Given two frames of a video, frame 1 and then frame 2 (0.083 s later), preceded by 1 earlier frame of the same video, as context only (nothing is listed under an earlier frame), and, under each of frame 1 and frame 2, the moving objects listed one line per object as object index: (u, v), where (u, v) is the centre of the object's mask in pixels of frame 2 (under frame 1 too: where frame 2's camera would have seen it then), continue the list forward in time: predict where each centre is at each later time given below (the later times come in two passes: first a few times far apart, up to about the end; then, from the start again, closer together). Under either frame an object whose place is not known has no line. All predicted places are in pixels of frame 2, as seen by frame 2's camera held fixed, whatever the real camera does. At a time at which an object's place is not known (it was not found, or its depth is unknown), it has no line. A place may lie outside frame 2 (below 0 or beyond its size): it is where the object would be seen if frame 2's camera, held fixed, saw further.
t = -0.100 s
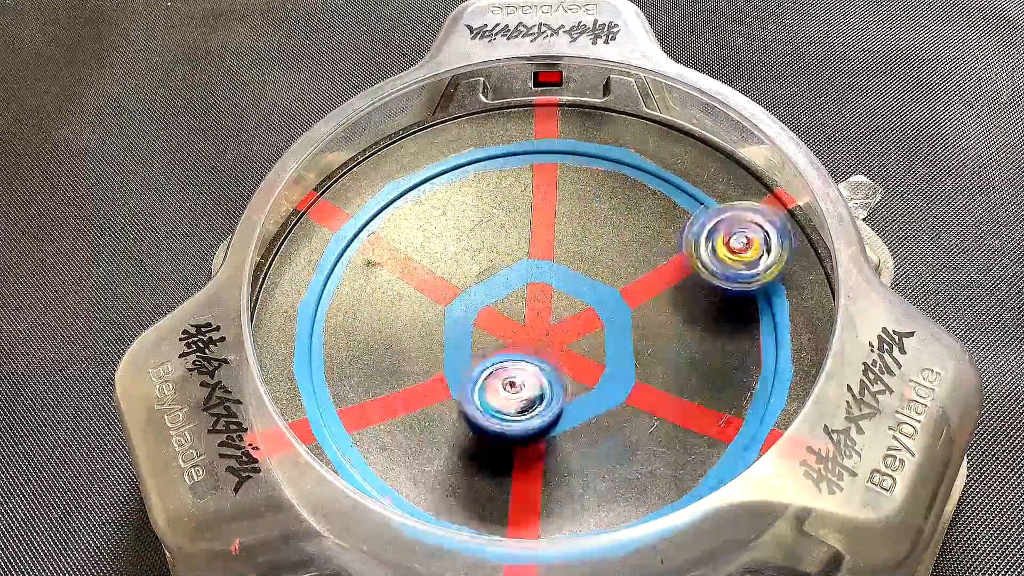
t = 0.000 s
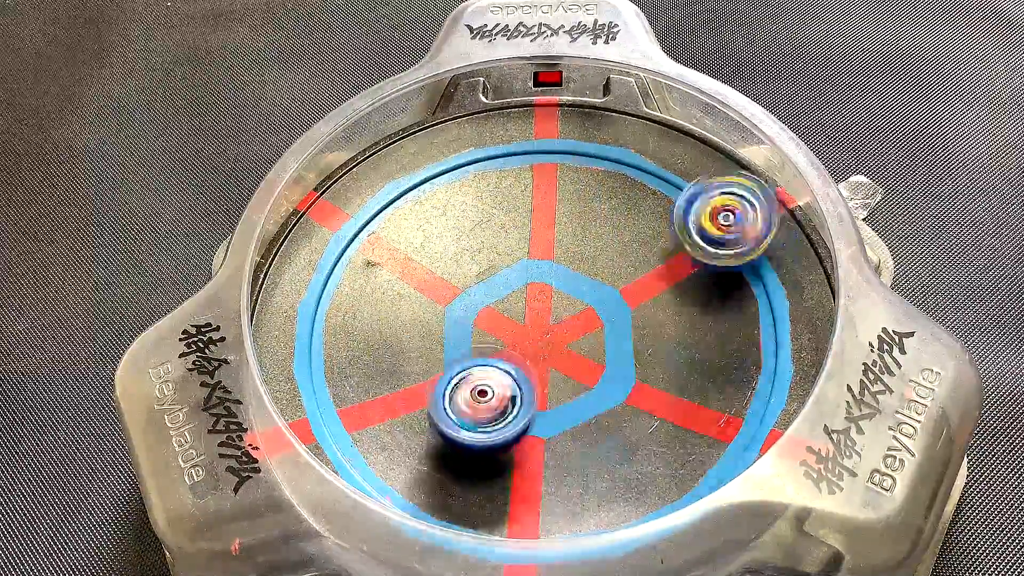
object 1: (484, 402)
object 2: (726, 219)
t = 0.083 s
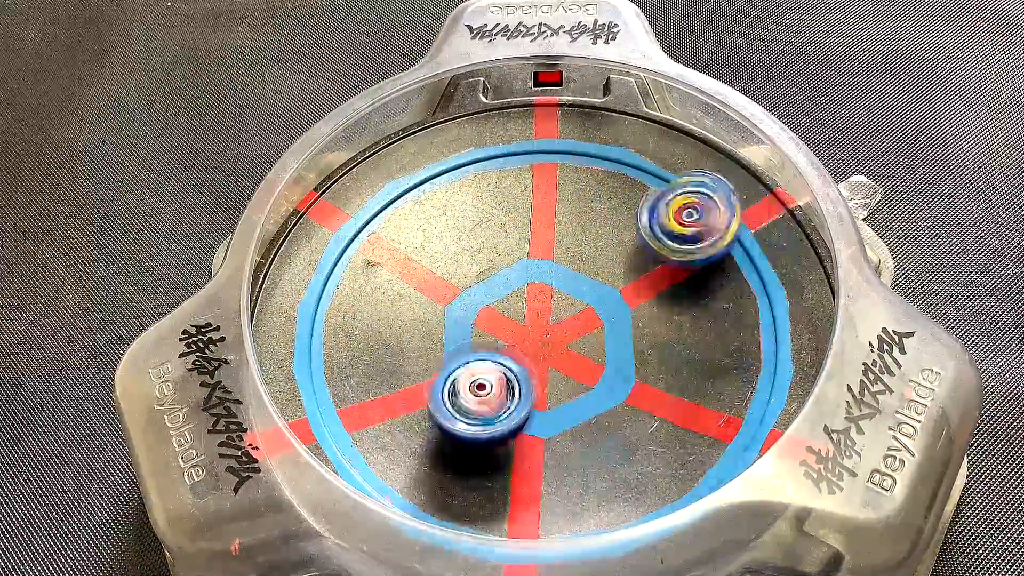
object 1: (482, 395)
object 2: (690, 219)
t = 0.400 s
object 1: (487, 365)
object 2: (563, 290)
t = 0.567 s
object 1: (449, 382)
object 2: (557, 271)
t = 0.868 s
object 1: (446, 384)
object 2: (497, 277)
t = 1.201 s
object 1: (465, 365)
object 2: (547, 284)
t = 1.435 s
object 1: (495, 338)
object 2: (597, 286)
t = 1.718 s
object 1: (464, 326)
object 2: (696, 243)
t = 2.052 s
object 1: (469, 317)
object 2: (658, 306)
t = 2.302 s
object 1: (472, 312)
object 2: (576, 328)
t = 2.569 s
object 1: (447, 314)
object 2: (572, 291)
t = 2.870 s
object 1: (480, 311)
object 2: (553, 237)
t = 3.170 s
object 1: (517, 372)
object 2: (591, 194)
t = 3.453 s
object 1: (584, 330)
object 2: (607, 240)
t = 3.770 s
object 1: (582, 352)
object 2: (536, 261)
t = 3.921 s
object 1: (577, 354)
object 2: (502, 273)
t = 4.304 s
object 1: (556, 356)
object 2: (442, 316)
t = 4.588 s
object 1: (617, 357)
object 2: (436, 314)
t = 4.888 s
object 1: (612, 320)
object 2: (480, 307)
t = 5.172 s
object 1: (573, 323)
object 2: (468, 299)
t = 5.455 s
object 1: (591, 330)
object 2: (475, 299)
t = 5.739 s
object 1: (625, 321)
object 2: (477, 294)
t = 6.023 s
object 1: (586, 297)
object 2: (481, 282)
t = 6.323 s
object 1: (599, 295)
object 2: (478, 301)
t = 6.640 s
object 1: (589, 305)
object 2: (485, 339)
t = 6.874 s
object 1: (603, 311)
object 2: (480, 338)
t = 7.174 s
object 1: (616, 294)
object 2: (493, 315)
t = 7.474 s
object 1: (608, 282)
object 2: (508, 327)
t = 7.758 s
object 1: (576, 299)
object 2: (487, 347)
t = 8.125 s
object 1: (571, 300)
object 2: (488, 345)
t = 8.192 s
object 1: (573, 298)
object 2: (489, 343)
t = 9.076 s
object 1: (574, 293)
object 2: (491, 341)
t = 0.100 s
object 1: (482, 393)
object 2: (684, 220)
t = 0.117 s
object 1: (483, 392)
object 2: (676, 218)
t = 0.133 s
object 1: (483, 388)
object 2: (669, 221)
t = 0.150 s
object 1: (483, 387)
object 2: (660, 224)
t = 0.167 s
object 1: (483, 385)
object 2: (652, 226)
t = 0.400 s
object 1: (487, 365)
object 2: (563, 290)
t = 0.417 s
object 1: (487, 364)
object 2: (559, 293)
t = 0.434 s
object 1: (486, 364)
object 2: (556, 297)
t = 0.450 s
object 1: (479, 370)
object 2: (556, 292)
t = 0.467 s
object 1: (471, 375)
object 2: (556, 287)
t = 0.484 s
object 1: (466, 378)
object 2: (559, 282)
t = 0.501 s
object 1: (460, 382)
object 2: (560, 277)
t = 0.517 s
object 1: (457, 383)
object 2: (561, 275)
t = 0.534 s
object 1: (454, 384)
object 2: (561, 273)
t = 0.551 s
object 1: (451, 384)
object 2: (558, 272)
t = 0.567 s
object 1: (449, 382)
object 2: (557, 271)
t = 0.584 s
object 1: (449, 381)
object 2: (554, 270)
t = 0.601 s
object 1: (449, 380)
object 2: (549, 269)
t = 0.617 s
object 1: (449, 379)
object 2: (546, 268)
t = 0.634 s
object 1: (448, 377)
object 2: (541, 268)
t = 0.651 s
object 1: (447, 375)
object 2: (535, 266)
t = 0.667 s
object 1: (447, 374)
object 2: (531, 266)
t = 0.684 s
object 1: (447, 372)
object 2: (524, 268)
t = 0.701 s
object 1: (448, 371)
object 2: (519, 268)
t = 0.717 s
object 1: (448, 369)
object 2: (514, 270)
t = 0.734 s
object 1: (449, 368)
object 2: (508, 273)
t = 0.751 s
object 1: (449, 366)
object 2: (504, 274)
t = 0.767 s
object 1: (449, 365)
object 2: (500, 278)
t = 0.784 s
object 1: (450, 364)
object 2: (497, 280)
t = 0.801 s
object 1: (451, 364)
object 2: (495, 284)
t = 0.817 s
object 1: (450, 370)
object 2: (495, 282)
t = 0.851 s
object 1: (447, 380)
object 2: (498, 277)
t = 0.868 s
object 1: (446, 384)
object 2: (497, 277)
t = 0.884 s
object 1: (447, 387)
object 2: (499, 275)
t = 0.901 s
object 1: (448, 388)
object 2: (499, 274)
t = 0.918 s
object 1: (449, 388)
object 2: (499, 274)
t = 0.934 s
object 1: (450, 388)
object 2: (501, 273)
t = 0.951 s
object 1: (452, 386)
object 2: (502, 272)
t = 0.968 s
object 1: (452, 385)
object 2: (502, 272)
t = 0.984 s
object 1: (453, 384)
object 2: (505, 272)
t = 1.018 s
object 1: (456, 380)
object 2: (508, 272)
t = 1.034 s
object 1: (457, 380)
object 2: (511, 271)
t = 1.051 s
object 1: (458, 378)
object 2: (513, 273)
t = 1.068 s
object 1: (459, 377)
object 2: (514, 273)
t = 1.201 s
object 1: (465, 365)
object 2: (547, 284)
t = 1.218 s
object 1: (466, 364)
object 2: (551, 284)
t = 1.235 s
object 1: (465, 363)
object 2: (556, 285)
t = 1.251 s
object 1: (466, 363)
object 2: (560, 286)
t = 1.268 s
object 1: (466, 362)
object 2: (564, 286)
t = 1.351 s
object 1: (476, 354)
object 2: (582, 287)
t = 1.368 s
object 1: (478, 352)
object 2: (586, 285)
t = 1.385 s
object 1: (483, 351)
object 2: (589, 286)
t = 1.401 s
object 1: (486, 348)
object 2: (590, 286)
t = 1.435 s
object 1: (495, 338)
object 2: (597, 286)
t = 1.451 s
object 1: (499, 335)
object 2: (598, 286)
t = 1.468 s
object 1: (505, 326)
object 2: (600, 285)
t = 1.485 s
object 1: (503, 325)
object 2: (610, 284)
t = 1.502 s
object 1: (493, 328)
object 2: (625, 278)
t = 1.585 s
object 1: (465, 331)
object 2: (677, 255)
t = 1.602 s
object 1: (463, 331)
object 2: (683, 253)
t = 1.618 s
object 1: (463, 331)
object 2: (685, 251)
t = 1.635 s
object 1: (463, 330)
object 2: (689, 249)
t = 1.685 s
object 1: (463, 327)
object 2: (695, 245)
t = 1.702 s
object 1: (464, 326)
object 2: (696, 244)
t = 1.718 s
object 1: (464, 326)
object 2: (696, 243)
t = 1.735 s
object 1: (463, 327)
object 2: (699, 242)
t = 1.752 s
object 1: (465, 325)
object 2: (700, 244)
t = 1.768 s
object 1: (465, 324)
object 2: (700, 245)
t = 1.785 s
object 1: (465, 324)
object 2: (702, 245)
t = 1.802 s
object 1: (465, 323)
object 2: (704, 248)
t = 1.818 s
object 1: (466, 323)
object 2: (703, 251)
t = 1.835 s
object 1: (466, 322)
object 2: (704, 252)
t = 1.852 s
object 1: (466, 322)
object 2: (704, 257)
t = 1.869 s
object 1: (466, 321)
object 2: (701, 261)
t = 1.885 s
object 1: (466, 321)
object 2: (698, 265)
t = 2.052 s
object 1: (469, 317)
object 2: (658, 306)
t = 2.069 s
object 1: (469, 317)
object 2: (653, 309)
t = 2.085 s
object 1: (470, 317)
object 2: (647, 313)
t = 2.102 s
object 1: (470, 316)
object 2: (640, 315)
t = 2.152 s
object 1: (471, 315)
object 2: (623, 323)
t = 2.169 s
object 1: (472, 314)
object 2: (617, 325)
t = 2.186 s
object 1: (472, 314)
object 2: (613, 327)
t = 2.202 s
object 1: (472, 313)
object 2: (606, 326)
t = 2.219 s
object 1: (472, 313)
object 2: (599, 327)
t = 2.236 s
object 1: (472, 314)
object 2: (595, 328)
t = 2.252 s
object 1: (473, 314)
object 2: (589, 327)
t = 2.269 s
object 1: (473, 313)
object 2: (583, 328)
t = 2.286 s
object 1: (473, 313)
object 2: (579, 328)
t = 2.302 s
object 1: (472, 312)
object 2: (576, 328)
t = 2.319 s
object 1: (469, 312)
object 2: (573, 327)
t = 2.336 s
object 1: (466, 311)
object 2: (574, 326)
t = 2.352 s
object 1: (462, 311)
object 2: (574, 326)
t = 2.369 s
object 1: (459, 312)
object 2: (573, 325)
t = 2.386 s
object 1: (458, 314)
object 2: (571, 324)
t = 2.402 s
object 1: (459, 313)
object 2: (568, 323)
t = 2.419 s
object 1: (459, 313)
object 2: (564, 321)
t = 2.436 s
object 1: (457, 314)
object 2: (564, 318)
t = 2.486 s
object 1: (448, 315)
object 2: (568, 311)
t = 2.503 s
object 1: (446, 314)
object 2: (569, 306)
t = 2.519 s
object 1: (444, 314)
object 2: (570, 304)
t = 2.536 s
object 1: (444, 315)
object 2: (571, 300)
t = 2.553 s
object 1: (446, 315)
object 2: (572, 295)
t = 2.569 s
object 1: (447, 314)
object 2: (572, 291)
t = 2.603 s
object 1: (451, 314)
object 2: (572, 282)
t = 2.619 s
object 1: (453, 313)
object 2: (572, 279)
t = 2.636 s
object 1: (454, 313)
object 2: (573, 275)
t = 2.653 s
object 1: (457, 313)
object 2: (571, 270)
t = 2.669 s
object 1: (459, 313)
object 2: (571, 267)
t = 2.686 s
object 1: (461, 312)
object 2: (571, 263)
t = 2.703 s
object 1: (463, 312)
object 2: (569, 261)
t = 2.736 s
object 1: (466, 311)
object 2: (563, 255)
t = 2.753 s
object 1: (470, 309)
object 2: (560, 254)
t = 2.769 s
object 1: (474, 308)
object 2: (558, 251)
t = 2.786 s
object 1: (473, 309)
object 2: (557, 247)
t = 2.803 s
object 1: (474, 310)
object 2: (557, 246)
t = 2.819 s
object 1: (475, 311)
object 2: (555, 243)
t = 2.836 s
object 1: (476, 311)
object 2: (554, 240)
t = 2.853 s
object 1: (478, 311)
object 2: (554, 239)
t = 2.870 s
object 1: (480, 311)
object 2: (553, 237)
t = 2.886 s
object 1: (483, 311)
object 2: (551, 236)
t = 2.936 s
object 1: (494, 314)
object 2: (549, 236)
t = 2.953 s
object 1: (497, 315)
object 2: (547, 235)
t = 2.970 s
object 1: (497, 322)
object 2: (553, 232)
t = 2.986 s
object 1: (495, 329)
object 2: (559, 226)
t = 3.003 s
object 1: (494, 339)
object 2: (563, 218)
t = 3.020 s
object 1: (495, 349)
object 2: (570, 212)
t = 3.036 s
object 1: (499, 359)
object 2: (573, 207)
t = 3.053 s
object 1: (501, 364)
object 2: (577, 205)
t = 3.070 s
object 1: (504, 369)
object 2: (580, 200)
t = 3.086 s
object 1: (506, 372)
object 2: (583, 199)
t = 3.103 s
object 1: (508, 371)
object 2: (584, 197)
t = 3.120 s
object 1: (511, 373)
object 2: (586, 197)
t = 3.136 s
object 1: (512, 373)
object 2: (589, 196)
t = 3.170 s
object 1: (517, 372)
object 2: (591, 194)
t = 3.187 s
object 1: (519, 370)
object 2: (593, 196)
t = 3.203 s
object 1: (522, 369)
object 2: (597, 197)
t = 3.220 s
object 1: (526, 369)
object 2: (599, 199)
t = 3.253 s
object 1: (534, 366)
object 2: (602, 203)
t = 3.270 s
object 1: (537, 364)
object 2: (604, 205)
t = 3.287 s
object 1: (542, 361)
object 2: (607, 210)
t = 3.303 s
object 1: (547, 358)
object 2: (607, 214)
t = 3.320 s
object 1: (552, 356)
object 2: (606, 219)
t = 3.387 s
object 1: (572, 336)
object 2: (609, 234)
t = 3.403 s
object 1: (576, 334)
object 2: (608, 238)
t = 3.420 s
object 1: (579, 328)
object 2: (607, 241)
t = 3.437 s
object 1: (582, 329)
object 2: (605, 242)
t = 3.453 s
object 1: (584, 330)
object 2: (607, 240)
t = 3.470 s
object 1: (585, 337)
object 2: (606, 237)
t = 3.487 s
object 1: (586, 339)
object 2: (605, 236)
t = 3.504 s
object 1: (586, 341)
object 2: (602, 234)
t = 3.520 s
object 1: (586, 343)
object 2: (602, 233)
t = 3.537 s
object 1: (587, 344)
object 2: (600, 234)
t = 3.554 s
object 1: (588, 344)
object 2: (594, 234)
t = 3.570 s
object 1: (588, 344)
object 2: (590, 236)
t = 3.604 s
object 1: (585, 343)
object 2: (583, 240)
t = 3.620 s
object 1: (584, 344)
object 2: (575, 243)
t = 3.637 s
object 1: (583, 344)
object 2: (569, 246)
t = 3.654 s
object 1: (581, 346)
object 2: (566, 247)
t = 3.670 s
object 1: (580, 348)
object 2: (562, 250)
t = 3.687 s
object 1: (580, 350)
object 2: (558, 253)
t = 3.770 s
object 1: (582, 352)
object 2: (536, 261)
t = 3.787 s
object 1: (582, 352)
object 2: (533, 262)
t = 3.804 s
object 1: (582, 353)
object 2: (529, 266)
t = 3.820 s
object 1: (582, 353)
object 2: (525, 268)
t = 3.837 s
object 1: (582, 353)
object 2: (520, 268)
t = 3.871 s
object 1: (580, 354)
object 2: (514, 271)
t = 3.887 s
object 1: (580, 354)
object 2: (509, 272)
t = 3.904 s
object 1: (579, 354)
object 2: (505, 272)
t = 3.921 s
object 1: (577, 354)
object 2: (502, 273)
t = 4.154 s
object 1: (557, 358)
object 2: (447, 289)
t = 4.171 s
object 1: (556, 358)
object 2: (443, 290)
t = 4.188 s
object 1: (557, 359)
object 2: (440, 292)
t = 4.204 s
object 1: (556, 358)
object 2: (440, 295)
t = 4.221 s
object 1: (555, 359)
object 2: (437, 299)
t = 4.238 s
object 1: (556, 359)
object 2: (437, 302)
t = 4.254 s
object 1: (556, 359)
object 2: (438, 305)
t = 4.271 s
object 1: (557, 358)
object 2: (440, 309)
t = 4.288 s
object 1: (557, 357)
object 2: (441, 311)
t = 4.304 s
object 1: (556, 356)
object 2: (442, 316)
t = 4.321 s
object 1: (555, 355)
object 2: (448, 318)
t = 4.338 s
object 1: (556, 355)
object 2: (452, 322)
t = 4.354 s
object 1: (555, 355)
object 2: (455, 323)
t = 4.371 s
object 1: (562, 356)
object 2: (448, 321)
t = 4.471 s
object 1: (598, 360)
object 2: (434, 316)
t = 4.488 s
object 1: (603, 361)
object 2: (432, 315)
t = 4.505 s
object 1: (607, 361)
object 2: (431, 314)
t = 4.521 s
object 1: (610, 360)
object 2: (431, 314)
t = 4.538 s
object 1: (612, 360)
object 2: (431, 313)
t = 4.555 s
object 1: (615, 360)
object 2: (433, 314)
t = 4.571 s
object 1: (616, 358)
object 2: (434, 314)
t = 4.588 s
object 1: (617, 357)
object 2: (436, 314)
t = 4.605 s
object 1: (618, 356)
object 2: (439, 312)
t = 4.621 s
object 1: (618, 355)
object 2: (443, 313)
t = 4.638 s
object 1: (620, 354)
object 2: (447, 312)
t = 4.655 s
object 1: (619, 351)
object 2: (450, 310)
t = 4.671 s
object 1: (618, 350)
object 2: (453, 311)
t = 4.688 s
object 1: (617, 349)
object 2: (459, 310)
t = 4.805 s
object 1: (607, 333)
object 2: (485, 312)
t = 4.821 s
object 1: (603, 330)
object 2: (488, 312)
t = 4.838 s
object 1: (601, 327)
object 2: (492, 313)
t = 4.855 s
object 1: (602, 325)
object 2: (490, 312)
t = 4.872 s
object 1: (608, 322)
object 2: (481, 309)
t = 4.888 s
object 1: (612, 320)
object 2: (480, 307)
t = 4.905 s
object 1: (613, 318)
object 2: (474, 305)
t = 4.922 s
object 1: (614, 317)
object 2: (469, 303)
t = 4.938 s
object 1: (615, 317)
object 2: (467, 302)
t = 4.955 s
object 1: (614, 317)
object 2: (466, 300)
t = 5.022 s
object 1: (608, 320)
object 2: (461, 301)
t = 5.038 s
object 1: (607, 320)
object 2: (461, 301)
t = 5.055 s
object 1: (604, 320)
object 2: (459, 300)
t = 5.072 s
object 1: (601, 320)
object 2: (461, 299)
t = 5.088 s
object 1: (597, 320)
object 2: (461, 299)
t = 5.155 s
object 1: (578, 322)
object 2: (467, 299)
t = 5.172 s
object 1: (573, 323)
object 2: (468, 299)
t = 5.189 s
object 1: (571, 323)
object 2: (471, 298)
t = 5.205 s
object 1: (574, 322)
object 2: (466, 297)
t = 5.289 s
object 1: (580, 325)
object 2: (464, 297)
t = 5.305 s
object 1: (580, 325)
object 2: (465, 298)
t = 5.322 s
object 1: (580, 324)
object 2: (466, 299)
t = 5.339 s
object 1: (579, 324)
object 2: (467, 301)
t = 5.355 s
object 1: (579, 325)
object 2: (468, 301)
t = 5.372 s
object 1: (579, 324)
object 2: (473, 302)
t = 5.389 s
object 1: (579, 323)
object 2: (476, 301)
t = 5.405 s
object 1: (581, 325)
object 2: (474, 302)
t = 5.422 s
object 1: (586, 326)
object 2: (473, 300)
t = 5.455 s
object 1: (591, 330)
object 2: (475, 299)
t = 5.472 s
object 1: (594, 331)
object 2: (475, 301)
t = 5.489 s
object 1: (596, 331)
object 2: (475, 302)
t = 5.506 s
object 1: (596, 330)
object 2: (476, 300)
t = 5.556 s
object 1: (601, 330)
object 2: (482, 300)
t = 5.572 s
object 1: (602, 329)
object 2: (485, 300)
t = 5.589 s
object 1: (601, 329)
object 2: (487, 301)
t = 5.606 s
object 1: (601, 328)
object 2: (491, 301)
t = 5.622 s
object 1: (601, 327)
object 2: (493, 299)
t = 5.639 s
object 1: (603, 328)
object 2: (495, 300)
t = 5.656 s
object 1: (608, 327)
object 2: (489, 298)
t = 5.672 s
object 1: (614, 327)
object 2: (487, 299)
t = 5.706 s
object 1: (623, 324)
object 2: (481, 296)
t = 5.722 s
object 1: (624, 323)
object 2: (478, 295)
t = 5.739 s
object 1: (625, 321)
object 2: (477, 294)
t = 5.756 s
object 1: (625, 319)
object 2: (475, 293)
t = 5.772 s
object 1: (623, 318)
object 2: (474, 292)
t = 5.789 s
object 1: (622, 316)
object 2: (472, 291)
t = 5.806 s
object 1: (620, 314)
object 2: (471, 289)
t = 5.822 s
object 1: (620, 312)
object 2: (470, 286)
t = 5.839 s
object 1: (618, 311)
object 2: (471, 285)
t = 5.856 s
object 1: (616, 308)
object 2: (471, 284)
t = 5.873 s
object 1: (615, 305)
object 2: (471, 283)
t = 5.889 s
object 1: (612, 303)
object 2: (472, 282)
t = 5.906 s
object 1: (608, 304)
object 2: (473, 281)
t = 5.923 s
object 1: (604, 303)
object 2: (473, 282)
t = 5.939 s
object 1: (601, 303)
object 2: (476, 282)
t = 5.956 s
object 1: (597, 302)
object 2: (476, 282)
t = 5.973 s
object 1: (593, 301)
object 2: (479, 283)
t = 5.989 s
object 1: (589, 299)
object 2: (480, 283)
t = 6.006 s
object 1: (585, 297)
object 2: (483, 281)
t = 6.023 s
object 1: (586, 297)
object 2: (481, 282)
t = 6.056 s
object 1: (586, 297)
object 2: (483, 282)
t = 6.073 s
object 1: (588, 296)
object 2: (484, 281)
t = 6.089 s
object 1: (590, 297)
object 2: (484, 283)
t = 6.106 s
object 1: (591, 297)
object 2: (486, 283)
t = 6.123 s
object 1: (592, 296)
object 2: (482, 283)
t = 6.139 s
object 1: (593, 297)
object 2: (482, 283)
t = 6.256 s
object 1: (594, 297)
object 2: (481, 295)
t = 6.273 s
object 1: (593, 297)
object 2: (481, 297)
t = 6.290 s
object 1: (594, 297)
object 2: (482, 299)
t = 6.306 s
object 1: (597, 297)
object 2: (478, 300)
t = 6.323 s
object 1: (599, 295)
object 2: (478, 301)
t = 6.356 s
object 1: (602, 298)
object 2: (477, 303)
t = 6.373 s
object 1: (602, 295)
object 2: (476, 304)
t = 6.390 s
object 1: (602, 295)
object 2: (476, 306)
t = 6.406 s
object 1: (602, 294)
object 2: (474, 309)
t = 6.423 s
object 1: (602, 297)
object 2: (474, 311)
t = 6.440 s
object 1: (603, 296)
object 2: (473, 315)
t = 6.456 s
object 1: (603, 298)
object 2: (471, 316)
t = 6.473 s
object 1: (604, 299)
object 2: (472, 320)
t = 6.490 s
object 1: (601, 301)
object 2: (472, 321)
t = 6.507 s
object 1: (601, 301)
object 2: (472, 323)
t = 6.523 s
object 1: (601, 304)
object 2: (474, 324)
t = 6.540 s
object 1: (601, 303)
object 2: (476, 328)
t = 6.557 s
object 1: (600, 302)
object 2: (477, 331)
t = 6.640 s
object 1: (589, 305)
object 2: (485, 339)
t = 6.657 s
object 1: (587, 307)
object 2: (487, 342)
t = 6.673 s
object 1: (588, 308)
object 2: (487, 341)
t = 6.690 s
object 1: (588, 310)
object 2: (487, 342)
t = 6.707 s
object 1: (588, 310)
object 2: (486, 343)
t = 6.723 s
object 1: (587, 312)
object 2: (485, 342)
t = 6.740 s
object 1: (587, 311)
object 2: (485, 342)
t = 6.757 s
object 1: (589, 313)
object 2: (485, 342)
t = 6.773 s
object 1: (590, 312)
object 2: (485, 341)
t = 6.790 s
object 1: (594, 313)
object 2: (484, 342)
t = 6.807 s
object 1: (596, 312)
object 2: (480, 341)
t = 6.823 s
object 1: (600, 313)
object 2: (479, 342)
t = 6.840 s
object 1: (601, 311)
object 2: (477, 341)
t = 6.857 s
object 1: (602, 312)
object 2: (477, 340)
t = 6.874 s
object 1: (603, 311)
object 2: (480, 338)
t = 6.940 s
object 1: (604, 311)
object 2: (486, 334)
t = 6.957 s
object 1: (605, 310)
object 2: (488, 333)
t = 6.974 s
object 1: (606, 308)
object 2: (490, 333)
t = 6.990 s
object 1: (605, 305)
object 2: (491, 332)
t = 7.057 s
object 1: (602, 304)
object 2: (499, 326)
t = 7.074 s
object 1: (601, 301)
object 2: (501, 323)
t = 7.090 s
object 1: (601, 299)
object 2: (503, 322)
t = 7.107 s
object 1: (605, 299)
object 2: (500, 322)
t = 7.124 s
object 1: (607, 298)
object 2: (497, 320)
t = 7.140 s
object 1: (612, 296)
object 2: (496, 318)
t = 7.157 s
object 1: (614, 295)
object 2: (494, 316)
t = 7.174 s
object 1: (616, 294)
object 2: (493, 315)
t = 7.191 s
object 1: (618, 292)
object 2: (495, 314)
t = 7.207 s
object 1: (618, 292)
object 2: (495, 313)
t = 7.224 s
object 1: (619, 291)
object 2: (496, 313)
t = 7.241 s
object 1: (617, 290)
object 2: (497, 312)
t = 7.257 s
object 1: (617, 291)
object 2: (499, 312)
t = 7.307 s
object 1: (614, 290)
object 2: (507, 311)
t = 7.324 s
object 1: (613, 288)
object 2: (510, 311)
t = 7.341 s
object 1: (611, 288)
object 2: (511, 311)
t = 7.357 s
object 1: (611, 287)
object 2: (512, 311)
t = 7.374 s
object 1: (611, 286)
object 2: (509, 313)
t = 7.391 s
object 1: (612, 284)
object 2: (508, 316)
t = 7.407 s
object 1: (611, 280)
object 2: (510, 317)
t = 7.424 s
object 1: (610, 280)
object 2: (512, 319)
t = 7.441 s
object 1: (609, 281)
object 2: (515, 320)
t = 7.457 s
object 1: (607, 281)
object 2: (512, 324)
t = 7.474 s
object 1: (608, 282)
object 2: (508, 327)
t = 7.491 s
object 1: (609, 280)
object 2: (505, 330)
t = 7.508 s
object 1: (608, 281)
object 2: (502, 334)
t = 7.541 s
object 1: (606, 282)
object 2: (496, 339)
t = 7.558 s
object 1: (604, 285)
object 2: (494, 341)
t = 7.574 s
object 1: (601, 285)
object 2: (492, 344)
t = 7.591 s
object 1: (599, 289)
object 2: (490, 345)
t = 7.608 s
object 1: (599, 289)
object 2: (489, 346)
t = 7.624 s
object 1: (598, 290)
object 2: (488, 348)
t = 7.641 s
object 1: (597, 291)
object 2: (487, 349)
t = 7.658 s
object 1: (594, 293)
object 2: (487, 349)
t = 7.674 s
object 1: (591, 294)
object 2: (487, 349)
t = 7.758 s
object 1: (576, 299)
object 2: (487, 347)
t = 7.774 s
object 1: (575, 298)
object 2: (484, 348)
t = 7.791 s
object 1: (575, 299)
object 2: (484, 349)
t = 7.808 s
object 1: (575, 300)
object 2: (484, 349)
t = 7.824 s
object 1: (575, 301)
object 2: (485, 349)
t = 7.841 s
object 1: (575, 301)
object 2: (485, 349)
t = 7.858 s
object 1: (573, 300)
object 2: (486, 348)
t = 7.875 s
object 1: (571, 301)
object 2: (486, 347)
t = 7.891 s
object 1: (570, 301)
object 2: (486, 346)
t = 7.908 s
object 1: (569, 302)
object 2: (486, 346)
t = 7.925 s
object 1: (569, 302)
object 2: (485, 346)
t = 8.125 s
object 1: (571, 300)
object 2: (488, 345)
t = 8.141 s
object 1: (571, 299)
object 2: (488, 344)
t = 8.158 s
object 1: (572, 299)
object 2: (488, 344)
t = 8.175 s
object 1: (572, 298)
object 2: (488, 344)
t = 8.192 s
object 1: (573, 298)
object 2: (489, 343)
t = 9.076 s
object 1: (574, 293)
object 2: (491, 341)
